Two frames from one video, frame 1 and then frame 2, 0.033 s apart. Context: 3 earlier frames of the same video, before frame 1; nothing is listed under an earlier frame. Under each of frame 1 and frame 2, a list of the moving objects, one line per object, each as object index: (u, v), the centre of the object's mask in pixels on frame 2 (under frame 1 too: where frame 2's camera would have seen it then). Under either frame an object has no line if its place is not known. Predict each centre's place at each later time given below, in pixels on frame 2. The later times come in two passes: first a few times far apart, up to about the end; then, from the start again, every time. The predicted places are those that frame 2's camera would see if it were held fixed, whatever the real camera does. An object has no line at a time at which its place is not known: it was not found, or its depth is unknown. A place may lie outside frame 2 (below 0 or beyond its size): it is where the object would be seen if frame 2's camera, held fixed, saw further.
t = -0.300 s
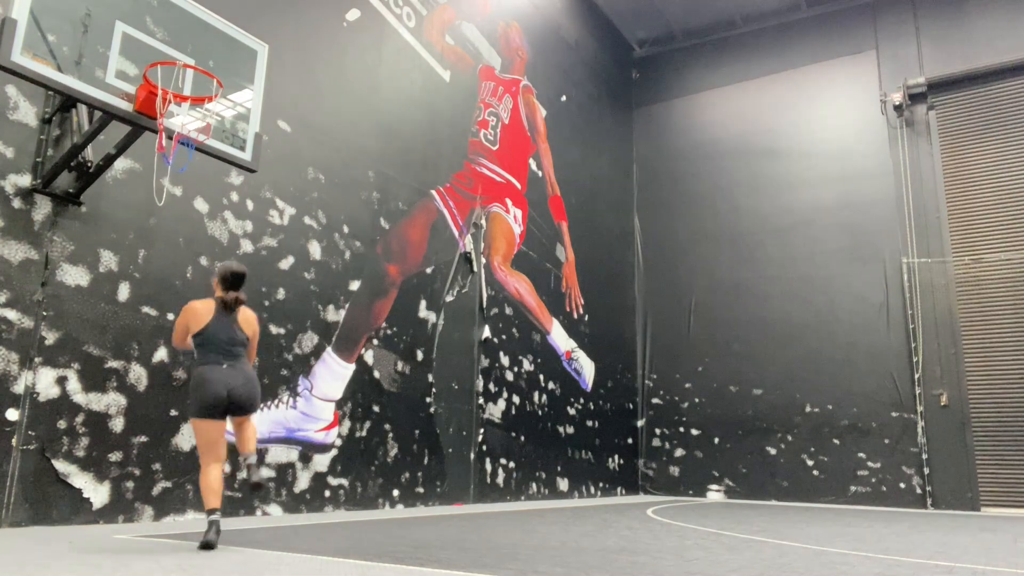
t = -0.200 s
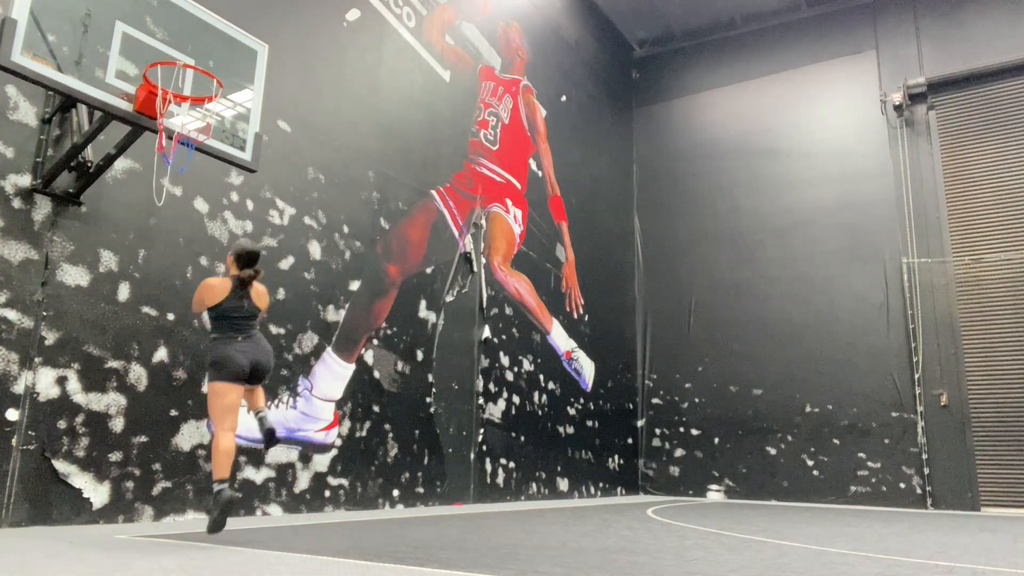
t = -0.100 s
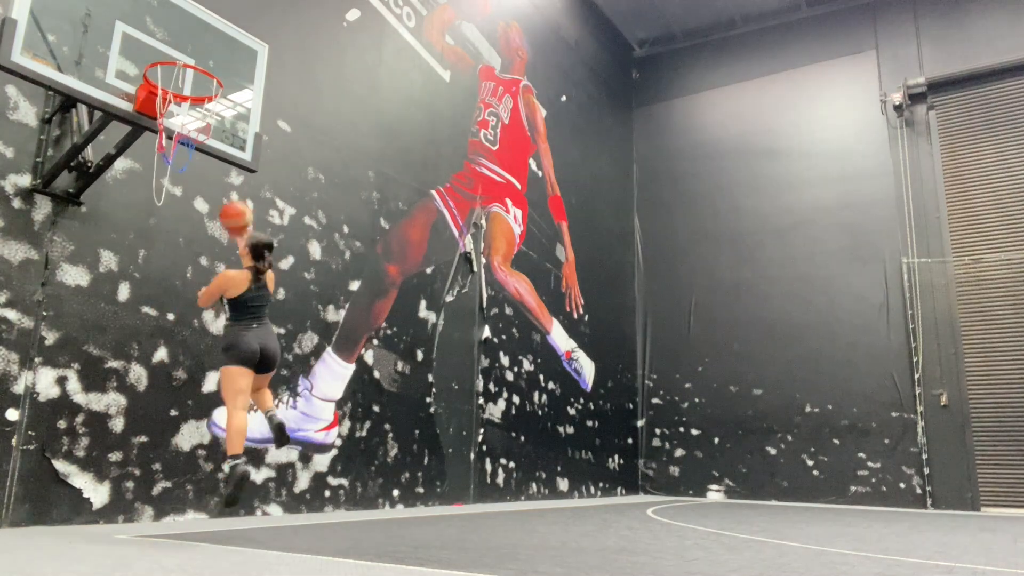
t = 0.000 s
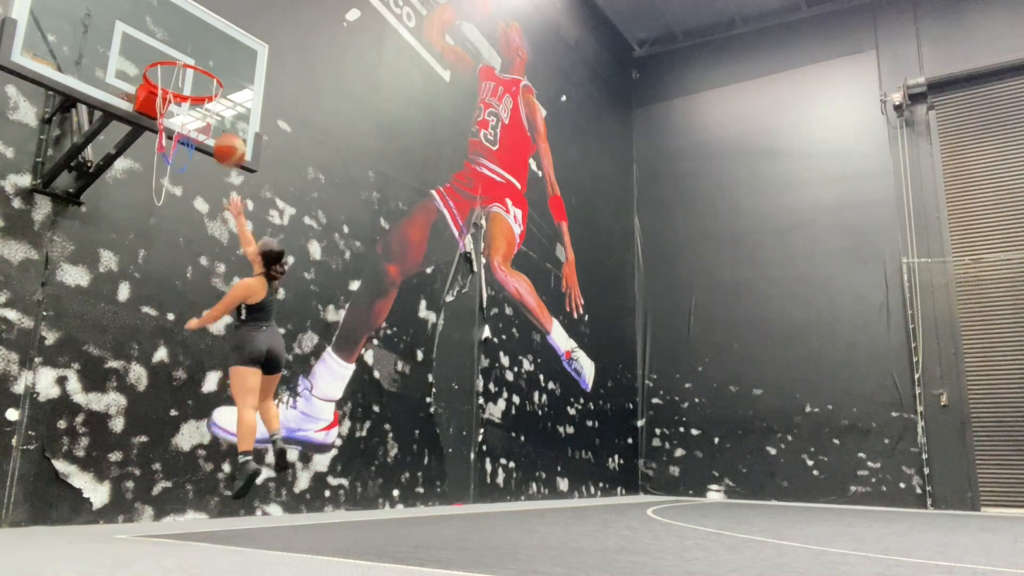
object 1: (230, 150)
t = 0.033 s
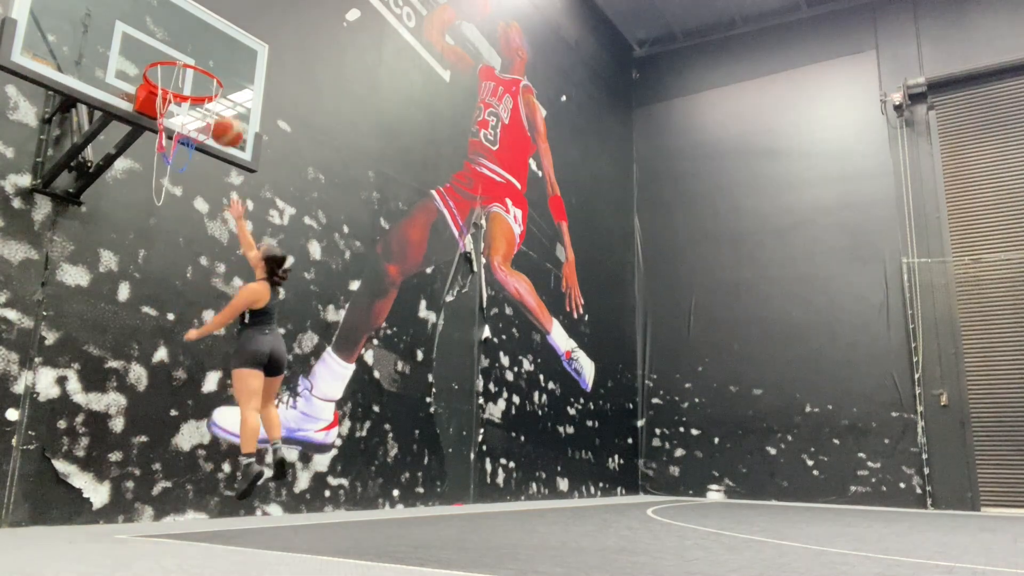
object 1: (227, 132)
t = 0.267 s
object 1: (205, 39)
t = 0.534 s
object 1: (187, 15)
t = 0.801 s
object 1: (165, 78)
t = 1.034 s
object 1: (192, 168)
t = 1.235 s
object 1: (207, 318)
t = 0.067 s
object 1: (227, 115)
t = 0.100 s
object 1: (221, 97)
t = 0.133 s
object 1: (218, 82)
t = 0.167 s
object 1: (216, 70)
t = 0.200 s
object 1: (213, 57)
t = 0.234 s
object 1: (208, 48)
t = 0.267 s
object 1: (205, 39)
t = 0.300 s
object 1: (201, 31)
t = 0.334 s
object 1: (197, 25)
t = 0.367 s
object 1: (196, 20)
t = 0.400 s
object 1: (194, 16)
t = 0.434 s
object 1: (192, 14)
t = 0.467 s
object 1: (191, 14)
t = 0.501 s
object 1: (189, 14)
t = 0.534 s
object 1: (187, 15)
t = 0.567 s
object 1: (185, 18)
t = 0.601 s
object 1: (182, 23)
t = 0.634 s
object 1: (180, 29)
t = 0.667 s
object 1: (178, 35)
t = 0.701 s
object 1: (175, 44)
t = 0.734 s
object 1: (171, 53)
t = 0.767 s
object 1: (165, 69)
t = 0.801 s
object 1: (165, 78)
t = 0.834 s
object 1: (171, 88)
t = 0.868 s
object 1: (174, 96)
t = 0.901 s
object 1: (178, 106)
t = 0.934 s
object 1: (183, 119)
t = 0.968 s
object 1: (185, 134)
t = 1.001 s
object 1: (189, 151)
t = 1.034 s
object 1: (192, 168)
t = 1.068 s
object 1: (195, 187)
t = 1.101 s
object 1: (198, 210)
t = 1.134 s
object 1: (200, 234)
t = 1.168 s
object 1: (203, 259)
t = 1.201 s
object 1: (205, 286)
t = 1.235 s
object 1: (207, 318)
